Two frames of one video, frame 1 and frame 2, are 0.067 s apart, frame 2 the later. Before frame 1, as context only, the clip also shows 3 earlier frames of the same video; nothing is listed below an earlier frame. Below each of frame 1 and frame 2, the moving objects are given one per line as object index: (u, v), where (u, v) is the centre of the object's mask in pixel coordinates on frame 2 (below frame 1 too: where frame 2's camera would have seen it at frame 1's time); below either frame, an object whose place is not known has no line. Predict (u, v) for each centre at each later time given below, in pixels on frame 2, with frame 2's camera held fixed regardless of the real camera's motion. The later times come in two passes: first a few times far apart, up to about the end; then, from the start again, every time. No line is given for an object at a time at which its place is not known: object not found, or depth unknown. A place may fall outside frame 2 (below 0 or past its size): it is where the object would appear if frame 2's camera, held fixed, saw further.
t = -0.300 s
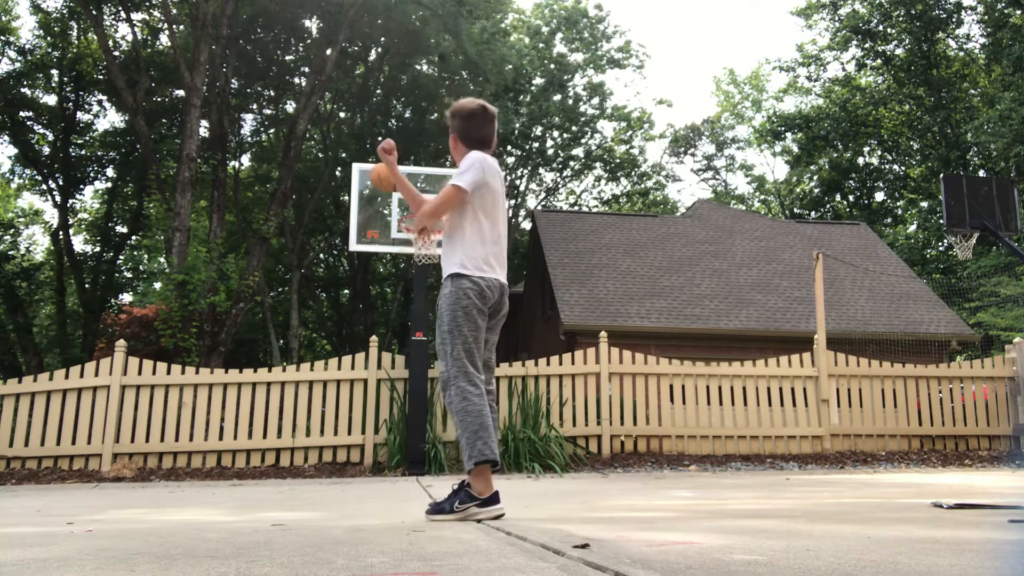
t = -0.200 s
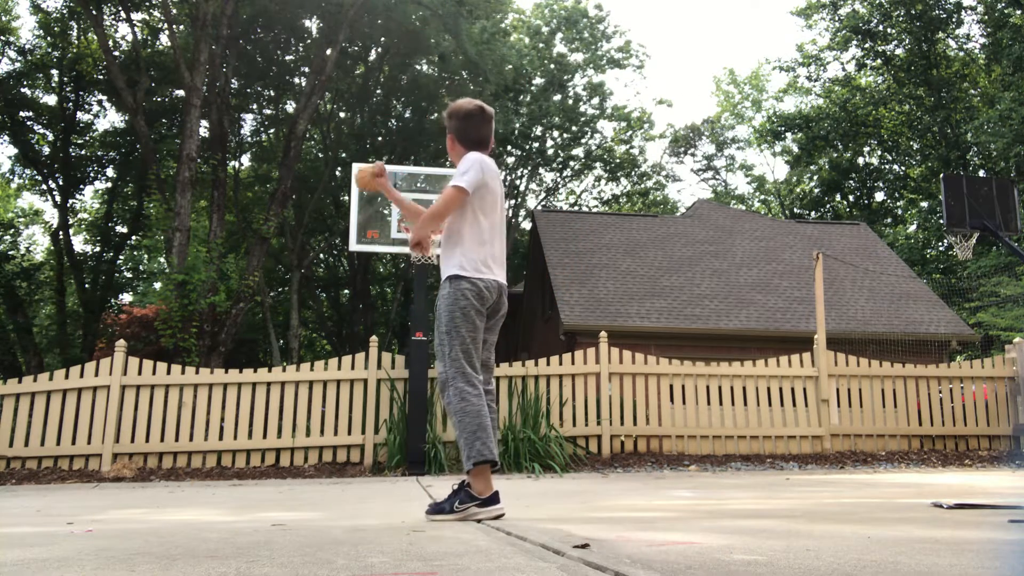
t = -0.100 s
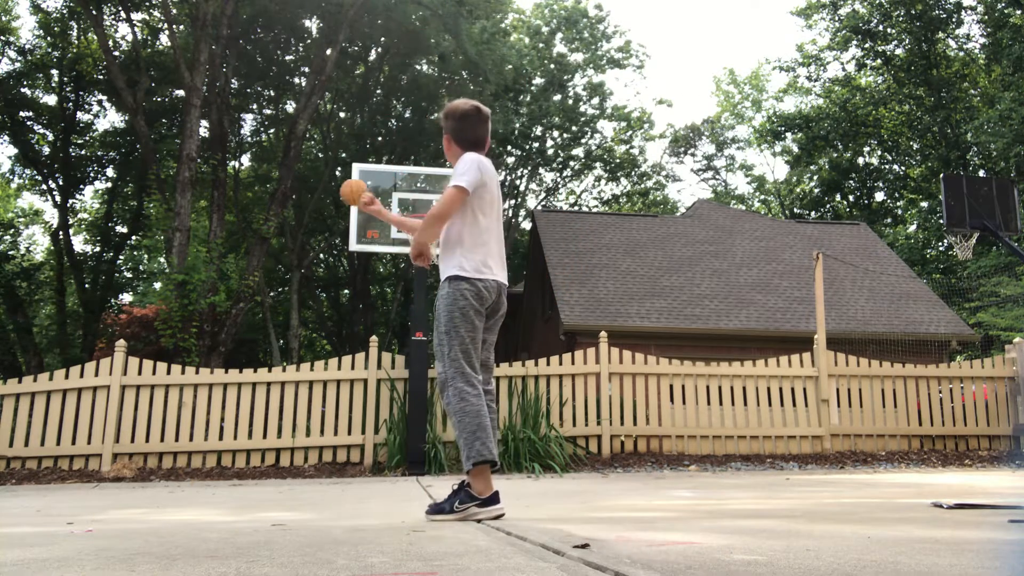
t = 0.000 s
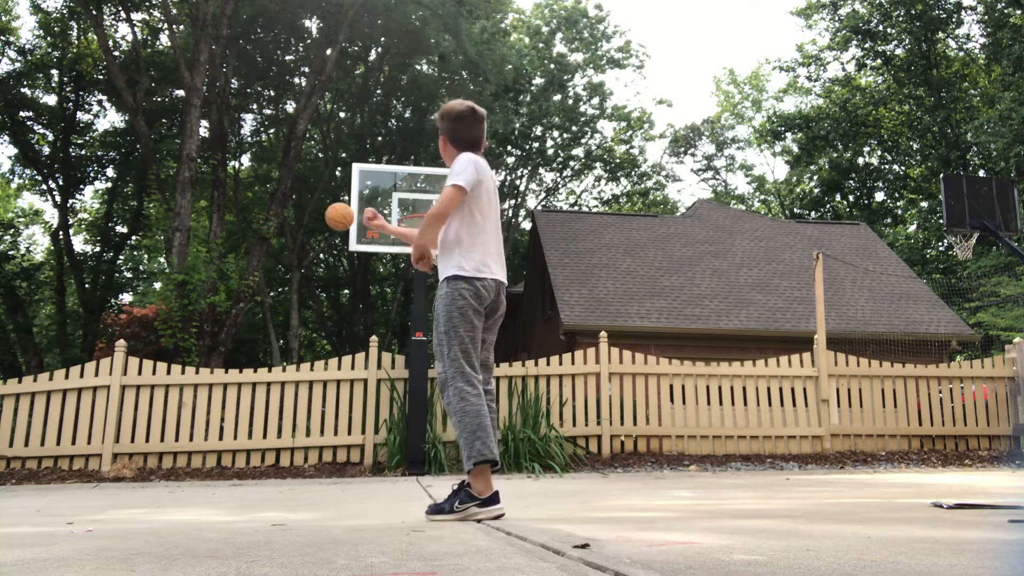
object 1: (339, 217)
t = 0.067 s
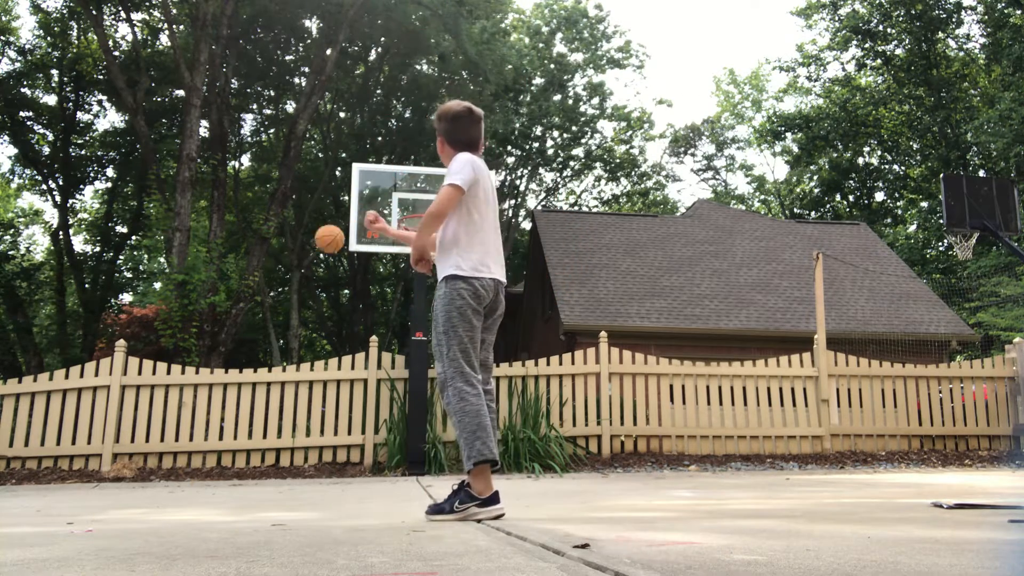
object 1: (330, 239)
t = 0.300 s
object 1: (290, 356)
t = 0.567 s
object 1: (252, 401)
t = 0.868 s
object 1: (231, 281)
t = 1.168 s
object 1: (202, 273)
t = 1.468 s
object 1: (163, 370)
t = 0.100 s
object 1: (324, 252)
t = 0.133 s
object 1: (319, 266)
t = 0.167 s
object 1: (314, 281)
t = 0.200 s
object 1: (308, 298)
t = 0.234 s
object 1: (302, 317)
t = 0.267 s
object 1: (296, 336)
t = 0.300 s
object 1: (290, 356)
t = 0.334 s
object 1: (283, 379)
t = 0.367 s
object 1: (277, 404)
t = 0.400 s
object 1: (271, 430)
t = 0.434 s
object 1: (263, 459)
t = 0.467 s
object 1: (259, 470)
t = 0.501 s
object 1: (256, 445)
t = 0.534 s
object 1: (254, 422)
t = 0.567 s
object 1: (252, 401)
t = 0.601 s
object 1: (251, 380)
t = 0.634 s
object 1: (248, 362)
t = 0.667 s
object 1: (246, 347)
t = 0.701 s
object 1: (244, 332)
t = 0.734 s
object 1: (241, 319)
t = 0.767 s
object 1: (239, 307)
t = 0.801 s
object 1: (237, 297)
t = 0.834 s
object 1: (234, 288)
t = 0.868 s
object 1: (231, 281)
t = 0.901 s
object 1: (228, 275)
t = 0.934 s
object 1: (225, 270)
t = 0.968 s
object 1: (222, 267)
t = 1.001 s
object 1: (219, 264)
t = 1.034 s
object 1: (216, 264)
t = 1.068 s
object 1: (213, 264)
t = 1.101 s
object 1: (209, 266)
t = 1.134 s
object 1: (205, 269)
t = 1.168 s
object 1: (202, 273)
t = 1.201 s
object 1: (198, 279)
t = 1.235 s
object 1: (194, 286)
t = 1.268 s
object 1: (190, 294)
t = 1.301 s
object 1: (186, 303)
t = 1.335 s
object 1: (181, 314)
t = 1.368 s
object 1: (177, 326)
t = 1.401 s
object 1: (172, 340)
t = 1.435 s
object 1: (168, 353)
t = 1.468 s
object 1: (163, 370)
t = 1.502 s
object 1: (158, 388)
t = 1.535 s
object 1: (153, 407)
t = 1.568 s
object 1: (148, 427)
